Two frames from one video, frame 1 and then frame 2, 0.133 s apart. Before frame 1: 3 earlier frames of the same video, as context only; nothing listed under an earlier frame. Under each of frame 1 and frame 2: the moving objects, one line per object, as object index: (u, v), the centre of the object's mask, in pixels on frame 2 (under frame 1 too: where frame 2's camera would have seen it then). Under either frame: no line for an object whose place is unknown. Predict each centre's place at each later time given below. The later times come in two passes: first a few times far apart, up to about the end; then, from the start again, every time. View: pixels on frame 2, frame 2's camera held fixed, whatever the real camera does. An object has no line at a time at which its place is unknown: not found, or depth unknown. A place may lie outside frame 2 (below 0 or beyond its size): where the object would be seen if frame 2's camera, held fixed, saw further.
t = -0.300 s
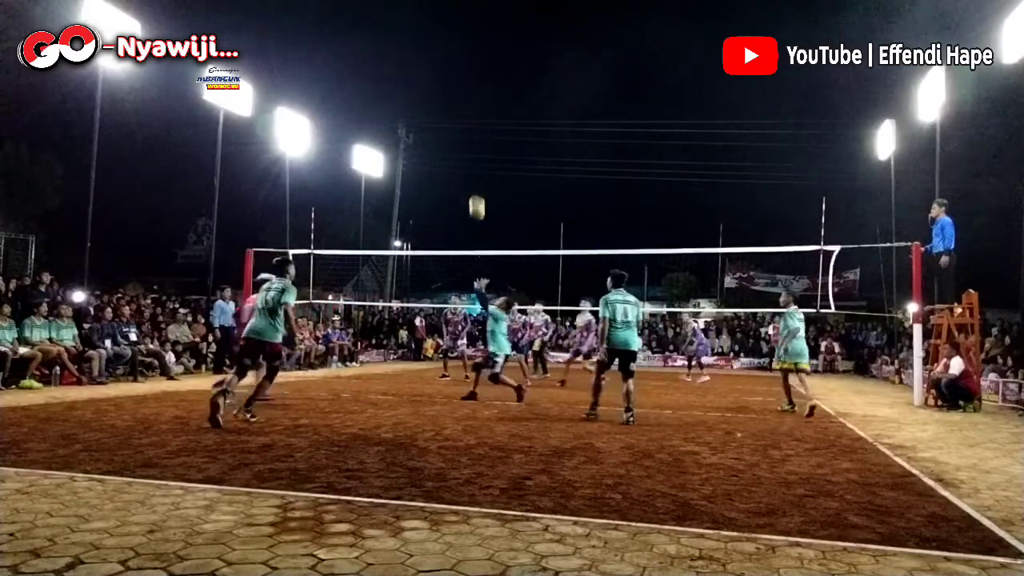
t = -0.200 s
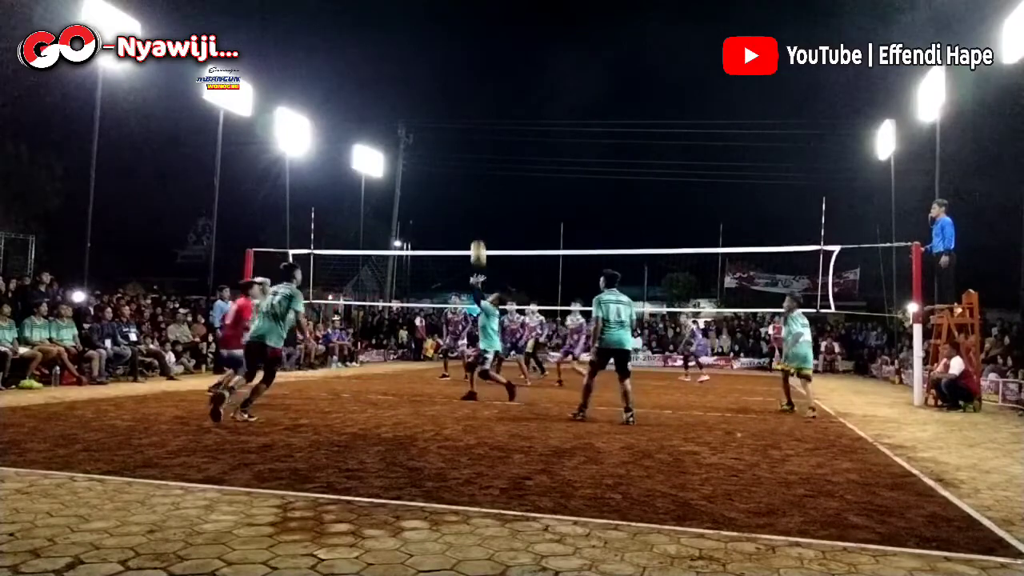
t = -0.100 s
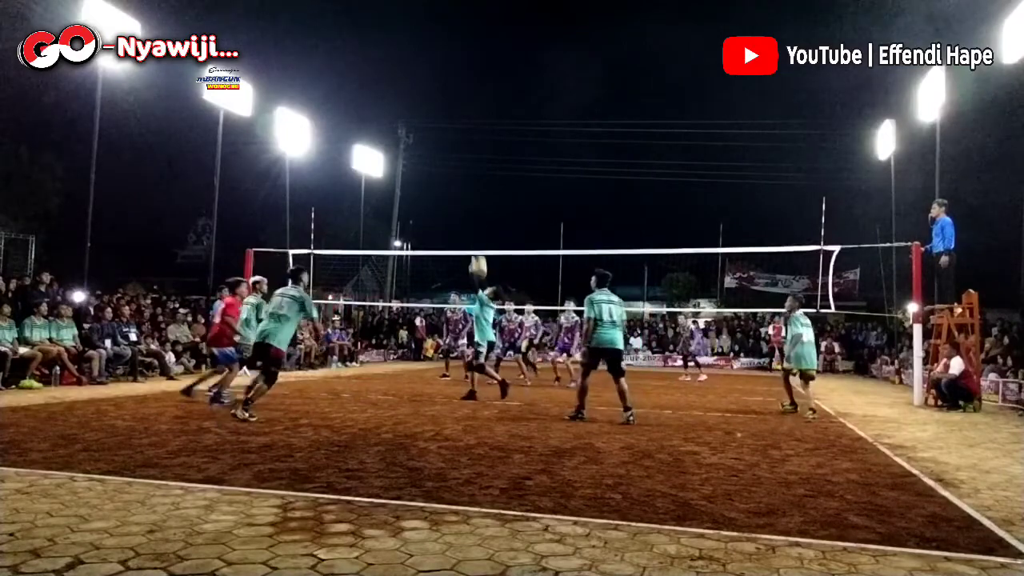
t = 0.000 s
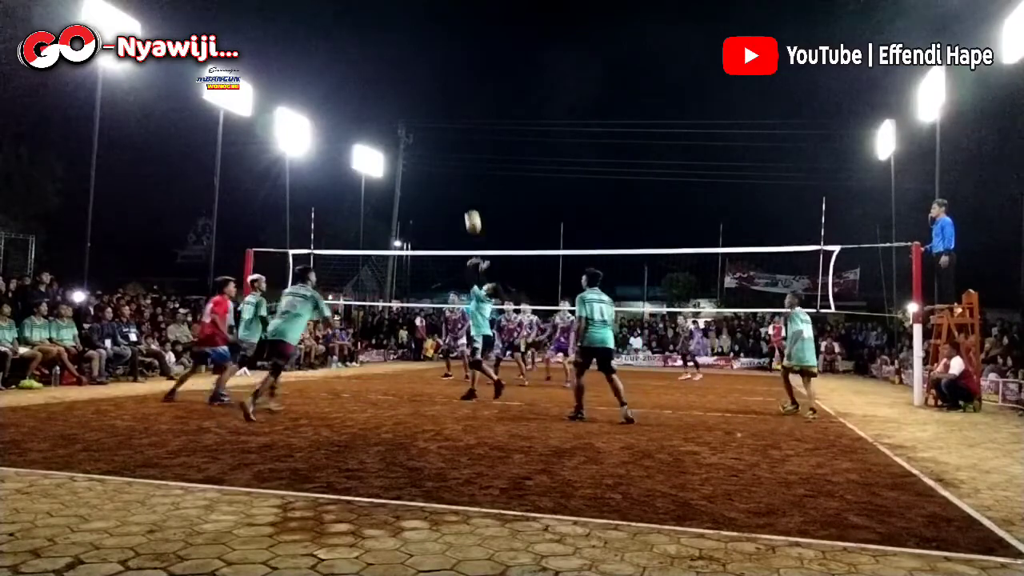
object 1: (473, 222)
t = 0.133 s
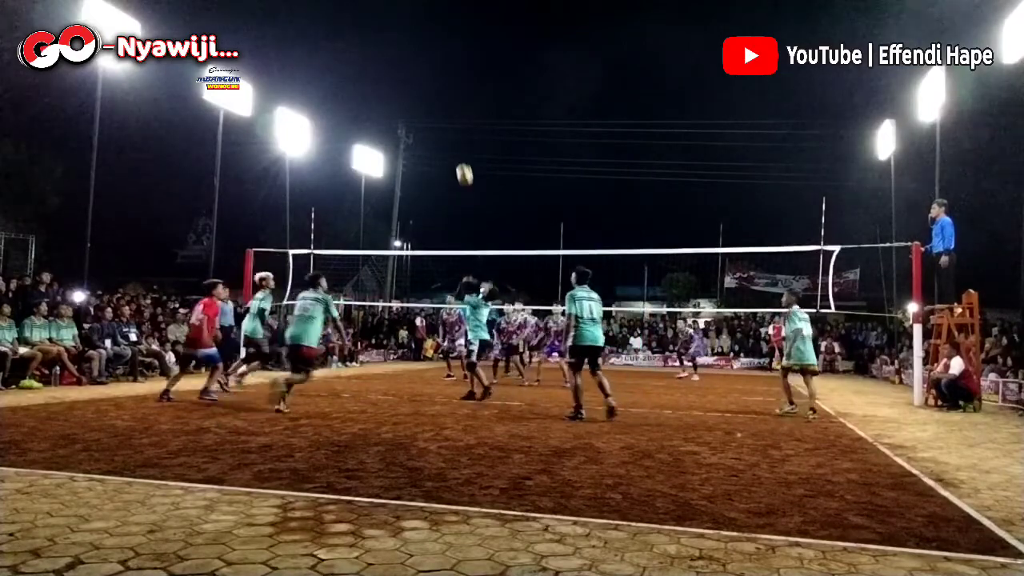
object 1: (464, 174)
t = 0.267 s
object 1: (456, 139)
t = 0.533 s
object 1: (439, 105)
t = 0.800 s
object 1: (421, 117)
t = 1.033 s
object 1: (405, 165)
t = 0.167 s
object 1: (463, 164)
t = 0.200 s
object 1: (460, 155)
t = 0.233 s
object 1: (458, 147)
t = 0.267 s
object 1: (456, 139)
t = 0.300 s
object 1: (454, 132)
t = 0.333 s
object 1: (452, 126)
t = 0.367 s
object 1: (450, 120)
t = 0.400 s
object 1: (447, 116)
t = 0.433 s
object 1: (445, 112)
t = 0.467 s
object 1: (443, 109)
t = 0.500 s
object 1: (441, 106)
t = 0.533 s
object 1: (439, 105)
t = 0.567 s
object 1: (436, 104)
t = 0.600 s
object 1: (434, 104)
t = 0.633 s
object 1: (432, 104)
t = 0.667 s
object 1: (430, 105)
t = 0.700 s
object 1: (427, 107)
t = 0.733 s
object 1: (425, 110)
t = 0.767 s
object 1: (423, 113)
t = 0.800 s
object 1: (421, 117)
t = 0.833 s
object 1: (419, 122)
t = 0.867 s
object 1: (416, 128)
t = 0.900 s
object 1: (414, 134)
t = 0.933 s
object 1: (411, 140)
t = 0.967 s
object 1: (409, 147)
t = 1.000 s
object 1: (407, 156)
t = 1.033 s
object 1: (405, 165)
